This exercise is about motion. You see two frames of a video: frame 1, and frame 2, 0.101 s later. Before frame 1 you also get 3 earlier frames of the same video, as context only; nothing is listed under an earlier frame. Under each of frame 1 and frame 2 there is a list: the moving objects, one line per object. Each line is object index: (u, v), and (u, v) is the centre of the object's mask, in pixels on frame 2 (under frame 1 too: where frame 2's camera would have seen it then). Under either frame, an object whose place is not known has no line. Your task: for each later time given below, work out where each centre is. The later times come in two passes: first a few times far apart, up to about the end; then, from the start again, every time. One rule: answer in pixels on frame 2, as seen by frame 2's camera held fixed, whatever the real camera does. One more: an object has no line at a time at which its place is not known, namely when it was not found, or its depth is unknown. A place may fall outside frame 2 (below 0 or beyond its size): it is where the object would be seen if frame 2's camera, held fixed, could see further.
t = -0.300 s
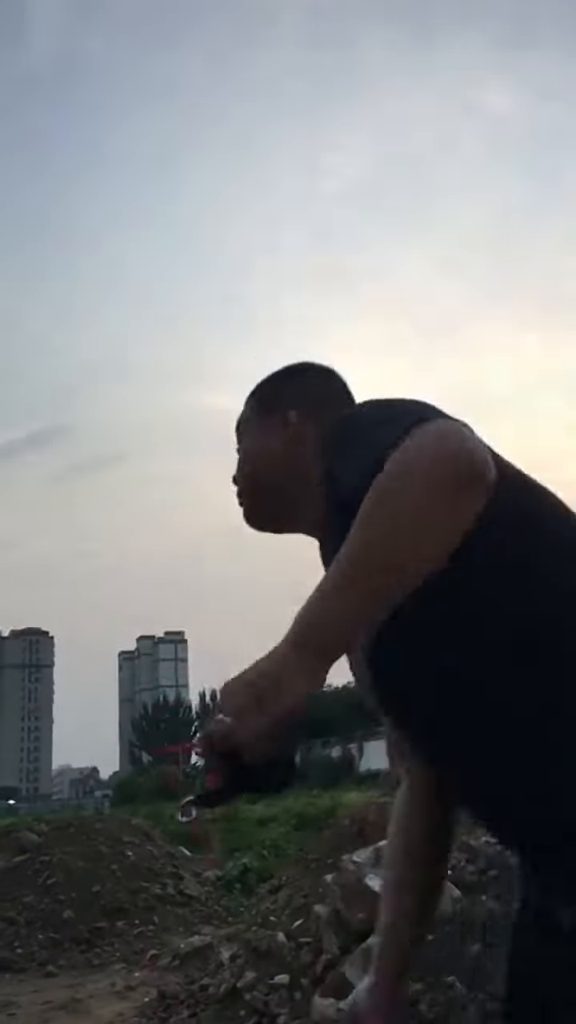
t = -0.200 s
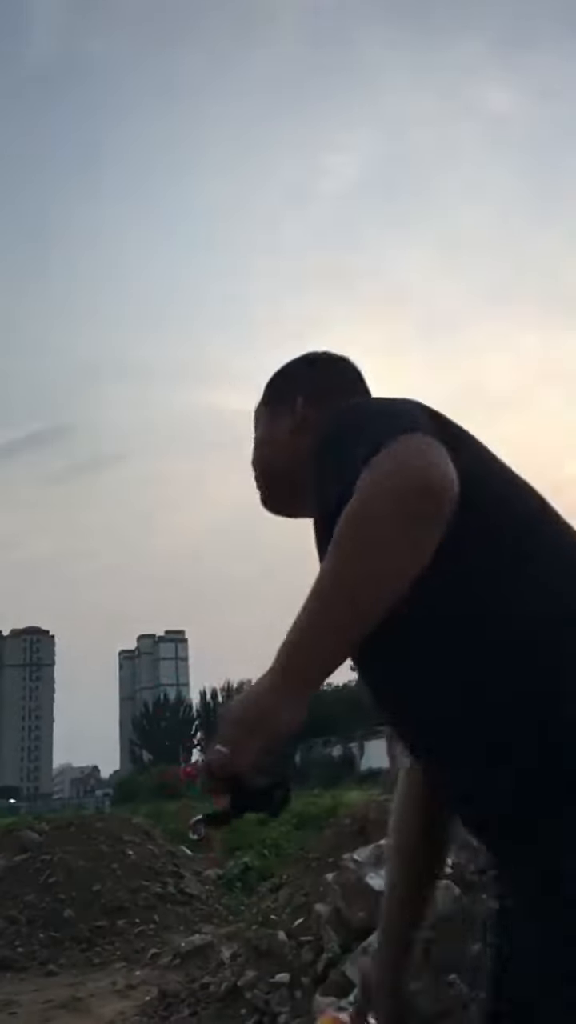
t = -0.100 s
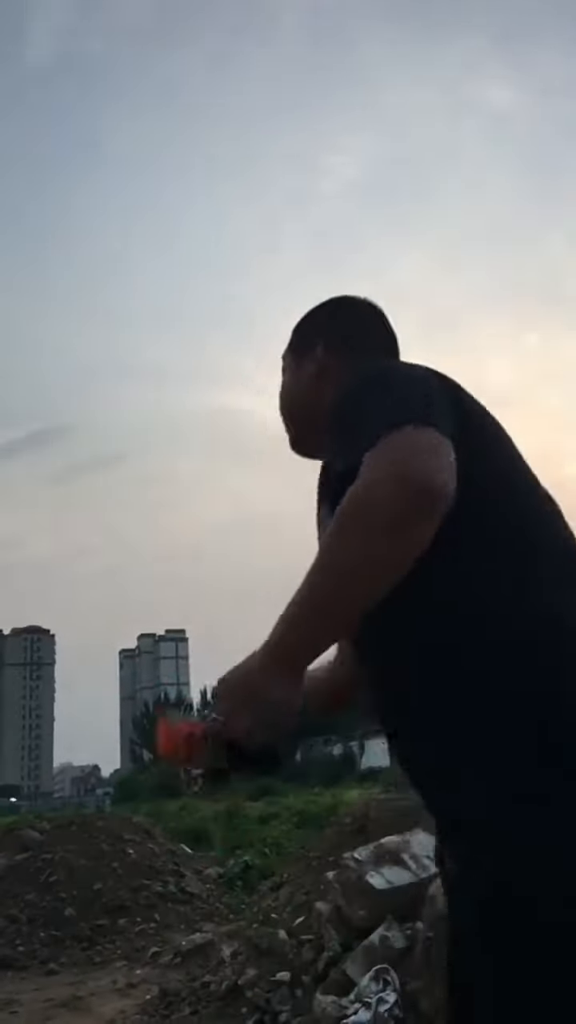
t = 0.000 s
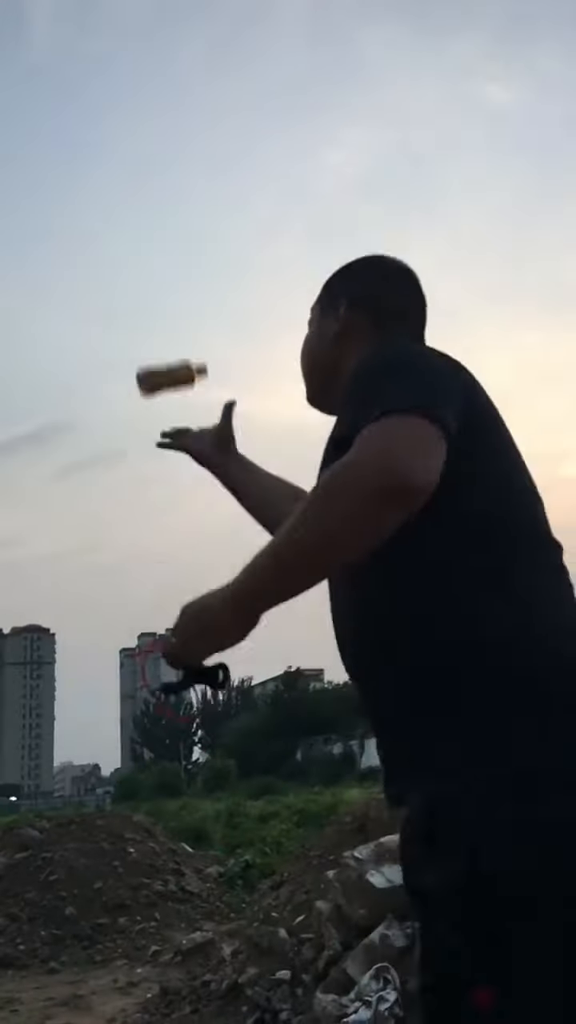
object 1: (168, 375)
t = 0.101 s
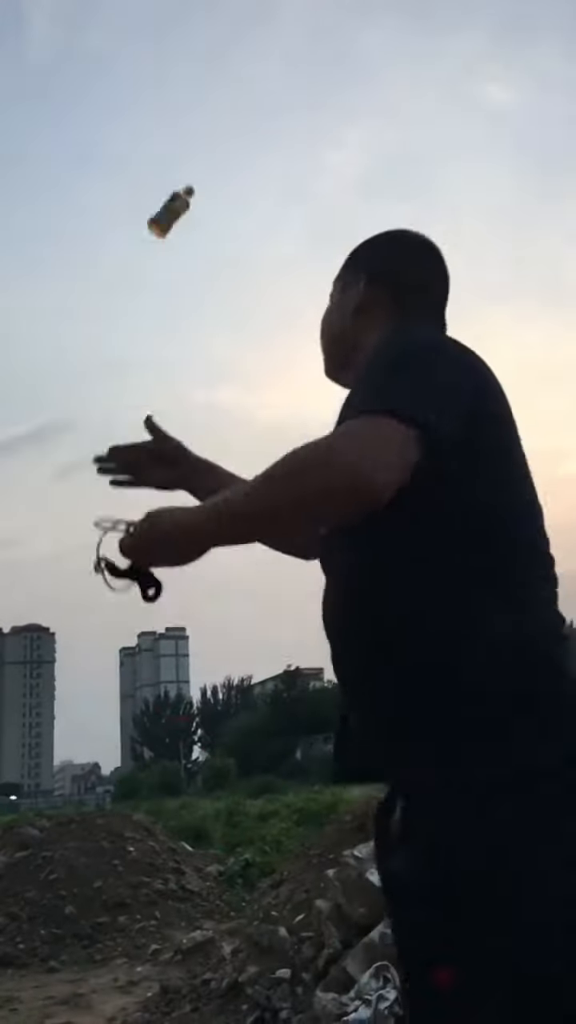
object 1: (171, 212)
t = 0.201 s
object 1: (183, 122)
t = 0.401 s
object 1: (211, 41)
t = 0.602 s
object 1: (229, 39)
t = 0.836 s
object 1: (250, 123)
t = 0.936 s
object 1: (262, 179)
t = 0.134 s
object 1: (175, 175)
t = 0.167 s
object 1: (179, 146)
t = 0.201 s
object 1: (183, 122)
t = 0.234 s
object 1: (188, 101)
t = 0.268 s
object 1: (193, 84)
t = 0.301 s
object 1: (198, 69)
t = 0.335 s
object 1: (203, 58)
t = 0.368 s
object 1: (208, 49)
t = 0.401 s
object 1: (211, 41)
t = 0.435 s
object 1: (215, 35)
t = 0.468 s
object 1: (218, 32)
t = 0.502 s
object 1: (221, 31)
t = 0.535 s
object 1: (224, 32)
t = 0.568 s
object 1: (226, 34)
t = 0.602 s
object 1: (229, 39)
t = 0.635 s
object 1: (231, 46)
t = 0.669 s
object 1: (233, 55)
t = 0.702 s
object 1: (236, 65)
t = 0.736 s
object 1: (239, 77)
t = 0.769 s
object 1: (242, 91)
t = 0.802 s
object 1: (245, 106)
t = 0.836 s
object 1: (250, 123)
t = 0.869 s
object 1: (253, 141)
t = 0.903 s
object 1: (258, 159)
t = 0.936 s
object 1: (262, 179)
